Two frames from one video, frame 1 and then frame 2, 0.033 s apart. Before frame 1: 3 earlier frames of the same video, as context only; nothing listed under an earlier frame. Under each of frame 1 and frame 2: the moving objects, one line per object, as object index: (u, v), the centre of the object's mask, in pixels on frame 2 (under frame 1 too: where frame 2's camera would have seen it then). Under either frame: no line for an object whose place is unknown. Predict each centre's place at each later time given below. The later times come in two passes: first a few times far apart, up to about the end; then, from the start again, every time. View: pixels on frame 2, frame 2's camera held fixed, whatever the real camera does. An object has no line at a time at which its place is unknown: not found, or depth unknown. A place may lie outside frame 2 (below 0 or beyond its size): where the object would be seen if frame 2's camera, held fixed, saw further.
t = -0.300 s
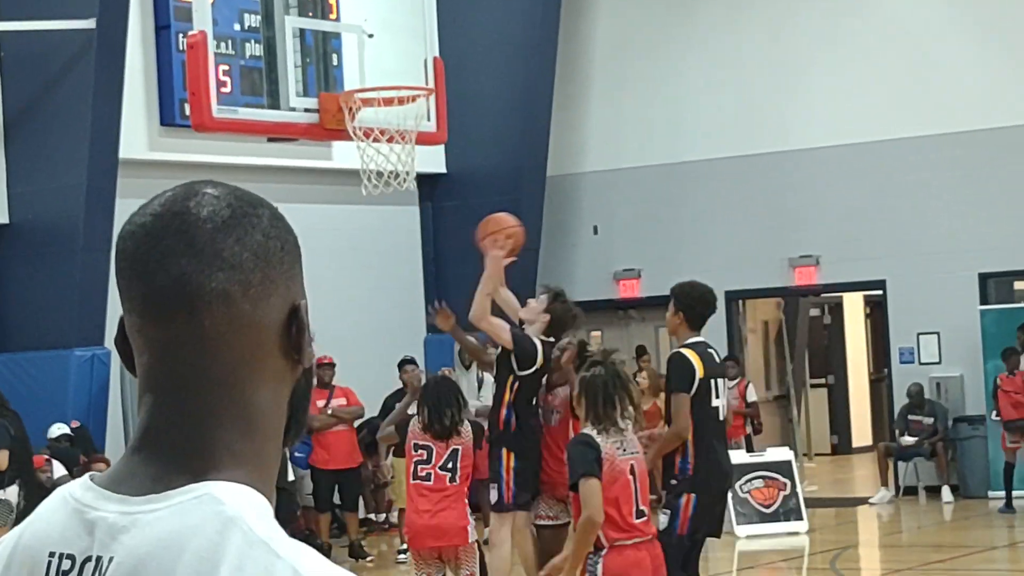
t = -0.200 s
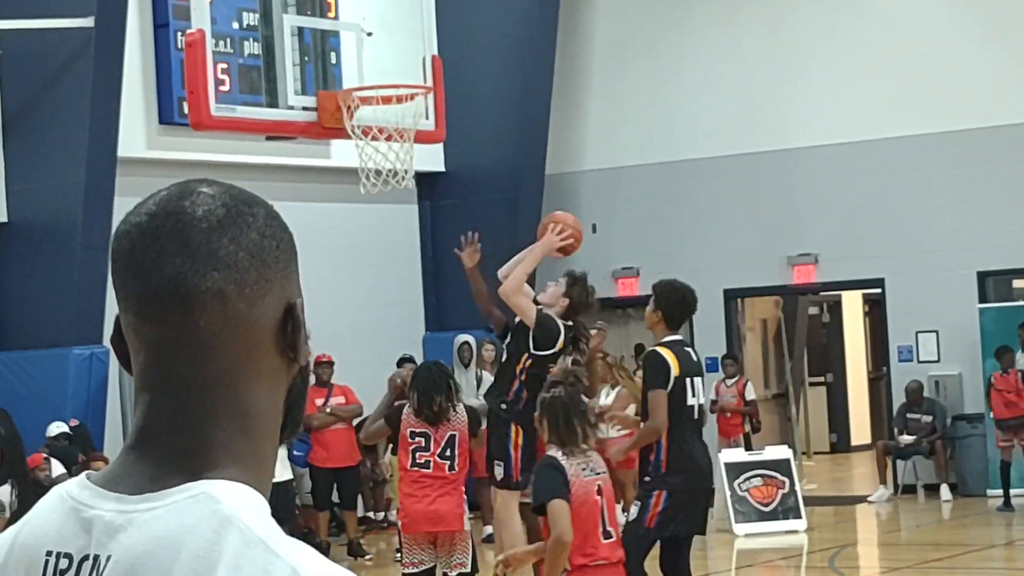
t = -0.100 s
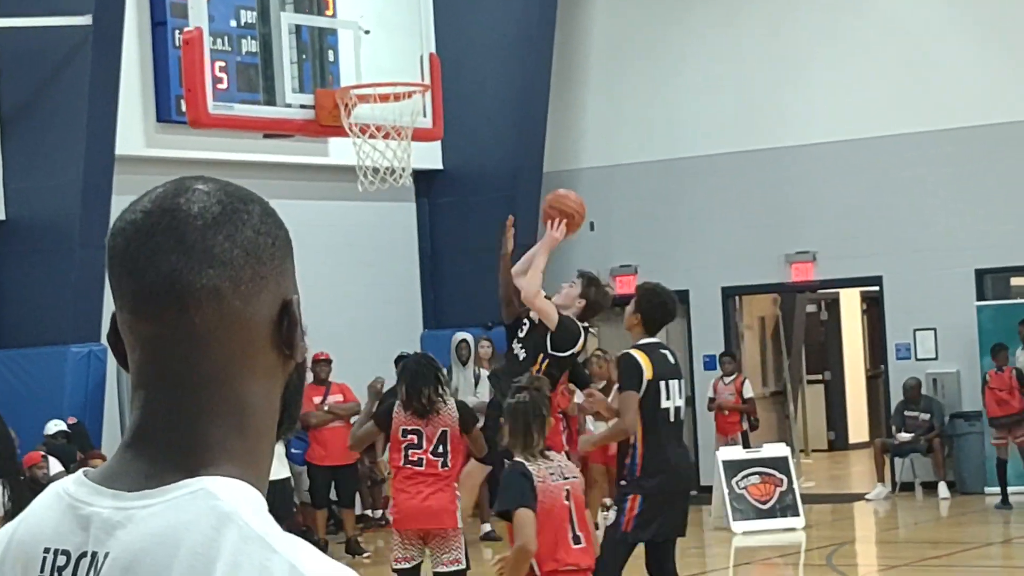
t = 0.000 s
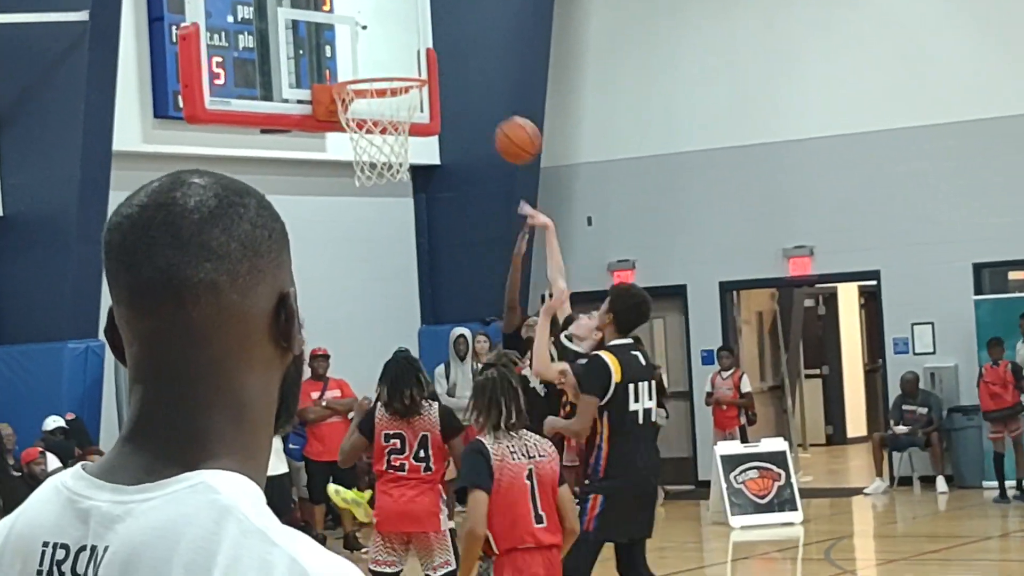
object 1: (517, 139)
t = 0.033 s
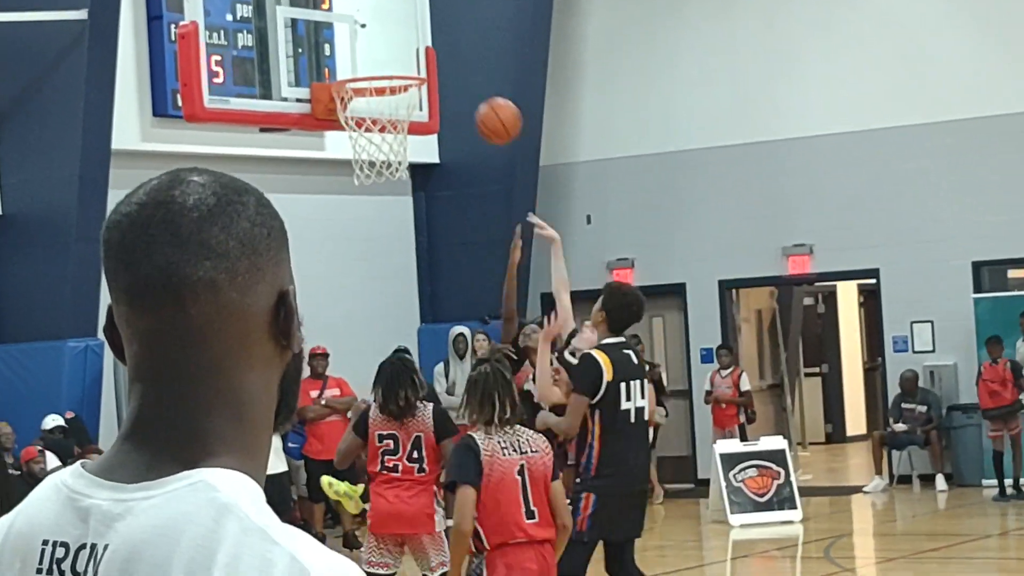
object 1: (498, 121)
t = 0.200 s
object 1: (406, 58)
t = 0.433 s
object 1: (377, 58)
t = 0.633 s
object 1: (397, 127)
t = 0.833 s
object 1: (408, 207)
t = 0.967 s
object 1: (417, 304)
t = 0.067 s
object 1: (479, 105)
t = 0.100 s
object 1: (461, 91)
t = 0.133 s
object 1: (445, 79)
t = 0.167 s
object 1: (427, 66)
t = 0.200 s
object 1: (406, 58)
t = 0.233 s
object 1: (387, 54)
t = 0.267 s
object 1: (369, 51)
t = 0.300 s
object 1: (366, 49)
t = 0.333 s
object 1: (369, 48)
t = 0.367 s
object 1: (372, 50)
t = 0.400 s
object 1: (375, 54)
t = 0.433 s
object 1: (377, 58)
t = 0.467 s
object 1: (381, 62)
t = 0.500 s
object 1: (384, 79)
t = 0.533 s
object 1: (388, 92)
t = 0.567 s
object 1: (391, 106)
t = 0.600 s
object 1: (396, 117)
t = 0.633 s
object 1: (397, 127)
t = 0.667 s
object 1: (399, 136)
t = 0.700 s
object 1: (401, 144)
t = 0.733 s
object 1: (403, 162)
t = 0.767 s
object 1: (404, 173)
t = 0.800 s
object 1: (406, 189)
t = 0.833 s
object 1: (408, 207)
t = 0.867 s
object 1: (410, 229)
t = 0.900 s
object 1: (412, 251)
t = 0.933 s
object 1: (415, 276)
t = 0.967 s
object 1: (417, 304)
